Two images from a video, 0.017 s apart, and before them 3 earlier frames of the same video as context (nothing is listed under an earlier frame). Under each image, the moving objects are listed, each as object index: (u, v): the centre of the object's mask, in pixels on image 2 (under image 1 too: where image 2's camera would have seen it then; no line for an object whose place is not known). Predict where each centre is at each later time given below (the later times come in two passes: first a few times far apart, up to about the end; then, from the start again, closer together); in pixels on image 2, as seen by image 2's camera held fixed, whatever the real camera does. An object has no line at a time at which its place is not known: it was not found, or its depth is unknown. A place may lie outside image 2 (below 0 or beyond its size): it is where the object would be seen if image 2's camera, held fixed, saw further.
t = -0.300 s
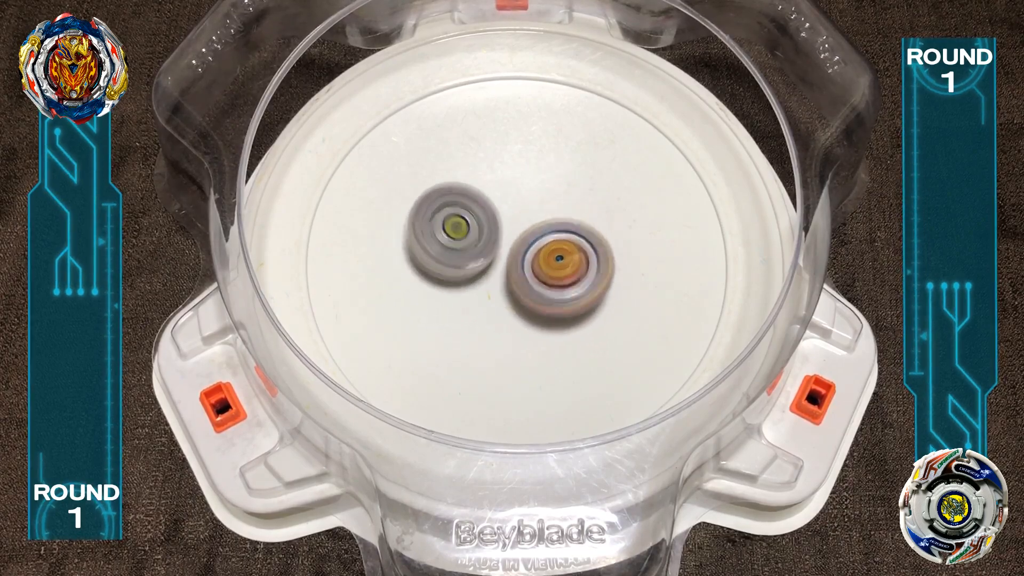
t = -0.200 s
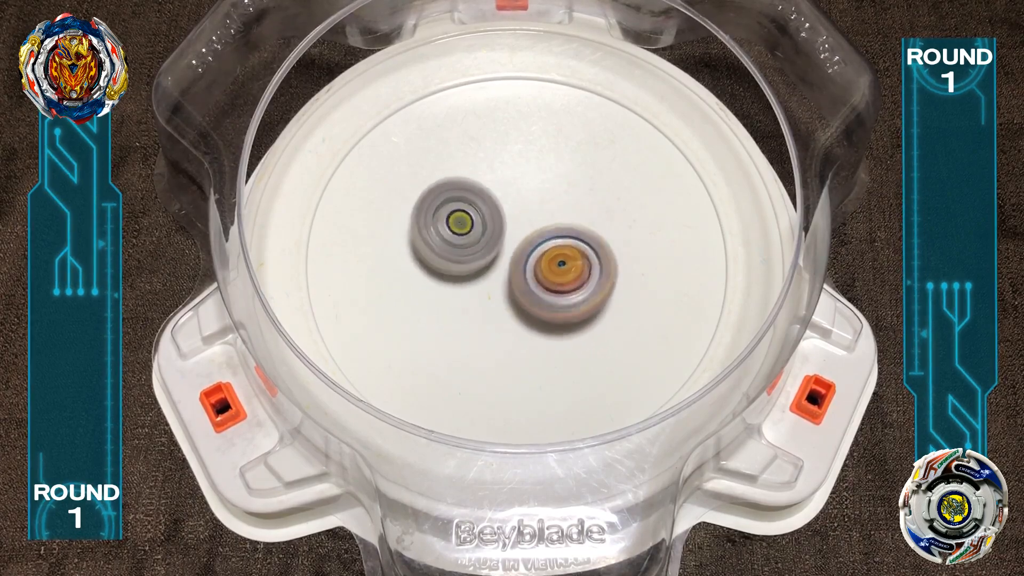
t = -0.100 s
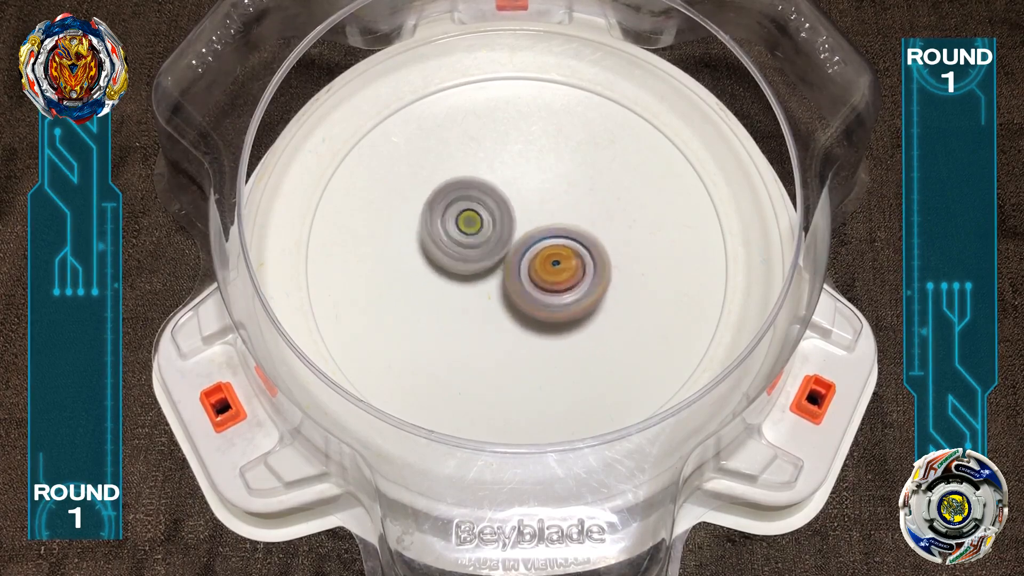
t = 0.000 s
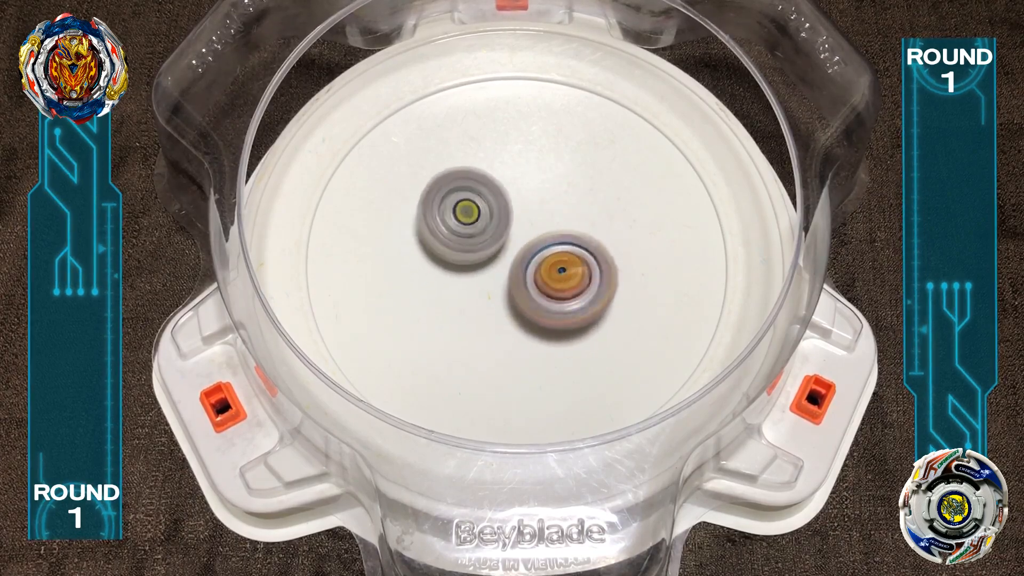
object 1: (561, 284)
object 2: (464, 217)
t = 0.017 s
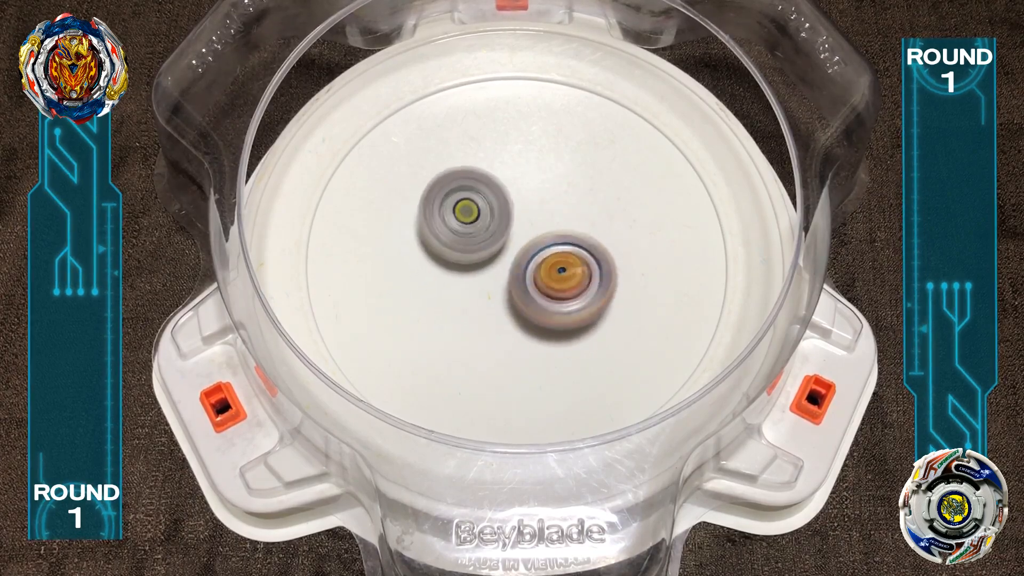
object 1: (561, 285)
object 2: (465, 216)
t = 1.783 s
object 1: (499, 296)
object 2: (544, 206)
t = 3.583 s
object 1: (475, 260)
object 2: (592, 274)
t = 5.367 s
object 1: (480, 277)
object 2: (604, 206)
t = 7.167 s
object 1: (483, 288)
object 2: (563, 224)
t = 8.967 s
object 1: (473, 284)
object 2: (565, 221)
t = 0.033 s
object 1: (560, 285)
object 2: (466, 216)
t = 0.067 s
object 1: (559, 284)
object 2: (469, 216)
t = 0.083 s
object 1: (558, 284)
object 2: (470, 216)
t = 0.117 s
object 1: (556, 283)
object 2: (474, 217)
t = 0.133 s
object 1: (555, 283)
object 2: (475, 217)
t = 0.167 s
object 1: (555, 284)
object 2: (477, 215)
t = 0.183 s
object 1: (556, 285)
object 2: (476, 214)
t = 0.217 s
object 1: (556, 286)
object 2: (479, 212)
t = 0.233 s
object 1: (555, 287)
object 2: (481, 212)
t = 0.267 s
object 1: (554, 287)
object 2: (484, 213)
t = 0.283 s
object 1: (554, 287)
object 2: (485, 213)
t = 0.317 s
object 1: (554, 289)
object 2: (486, 211)
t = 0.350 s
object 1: (555, 292)
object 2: (487, 208)
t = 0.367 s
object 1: (555, 293)
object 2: (488, 209)
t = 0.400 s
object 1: (554, 293)
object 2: (491, 209)
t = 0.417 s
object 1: (553, 294)
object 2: (492, 210)
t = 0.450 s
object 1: (552, 293)
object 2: (494, 210)
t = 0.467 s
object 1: (551, 293)
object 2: (495, 210)
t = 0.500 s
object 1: (551, 295)
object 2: (496, 208)
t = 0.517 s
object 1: (551, 296)
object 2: (496, 207)
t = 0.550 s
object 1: (550, 297)
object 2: (498, 207)
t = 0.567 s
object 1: (549, 297)
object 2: (500, 207)
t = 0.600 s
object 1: (547, 297)
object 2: (501, 209)
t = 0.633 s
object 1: (546, 299)
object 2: (503, 207)
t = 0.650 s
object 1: (546, 300)
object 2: (502, 206)
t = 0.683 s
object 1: (545, 302)
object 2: (504, 204)
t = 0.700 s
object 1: (544, 302)
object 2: (504, 205)
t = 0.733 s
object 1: (542, 302)
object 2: (506, 206)
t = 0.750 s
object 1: (541, 302)
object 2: (507, 207)
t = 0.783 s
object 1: (539, 301)
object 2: (508, 206)
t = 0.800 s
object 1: (539, 304)
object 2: (509, 204)
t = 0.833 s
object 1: (538, 308)
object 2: (510, 200)
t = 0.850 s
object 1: (537, 309)
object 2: (511, 199)
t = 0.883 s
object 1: (535, 309)
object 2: (511, 199)
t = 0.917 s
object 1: (534, 309)
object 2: (512, 199)
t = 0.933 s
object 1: (533, 308)
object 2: (514, 200)
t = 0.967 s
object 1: (532, 306)
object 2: (515, 201)
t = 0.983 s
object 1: (531, 305)
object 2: (515, 202)
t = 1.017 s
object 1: (530, 303)
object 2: (517, 204)
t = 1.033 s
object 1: (529, 302)
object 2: (517, 204)
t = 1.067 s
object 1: (529, 304)
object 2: (519, 202)
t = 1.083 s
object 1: (528, 304)
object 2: (520, 201)
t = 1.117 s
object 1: (527, 306)
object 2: (521, 202)
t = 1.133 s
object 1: (526, 306)
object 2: (522, 203)
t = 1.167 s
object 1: (525, 305)
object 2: (523, 203)
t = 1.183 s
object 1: (524, 304)
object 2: (523, 203)
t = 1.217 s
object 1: (524, 302)
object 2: (524, 204)
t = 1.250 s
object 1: (522, 306)
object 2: (527, 201)
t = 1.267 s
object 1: (520, 309)
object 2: (528, 196)
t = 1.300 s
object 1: (518, 312)
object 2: (531, 194)
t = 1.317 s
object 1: (517, 312)
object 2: (532, 194)
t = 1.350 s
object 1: (516, 312)
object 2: (532, 193)
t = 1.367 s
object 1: (515, 311)
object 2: (531, 193)
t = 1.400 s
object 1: (514, 309)
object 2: (533, 194)
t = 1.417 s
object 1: (514, 309)
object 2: (533, 194)
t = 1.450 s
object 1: (513, 306)
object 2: (534, 195)
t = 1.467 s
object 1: (513, 305)
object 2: (535, 196)
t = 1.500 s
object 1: (512, 303)
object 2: (535, 198)
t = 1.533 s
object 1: (511, 300)
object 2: (535, 200)
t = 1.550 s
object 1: (511, 299)
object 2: (536, 202)
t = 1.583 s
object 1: (510, 297)
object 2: (537, 203)
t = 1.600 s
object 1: (508, 300)
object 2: (538, 202)
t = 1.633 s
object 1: (505, 302)
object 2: (542, 200)
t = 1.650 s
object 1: (504, 302)
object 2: (542, 200)
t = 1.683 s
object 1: (502, 302)
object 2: (542, 202)
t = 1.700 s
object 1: (501, 301)
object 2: (543, 202)
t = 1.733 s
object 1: (500, 299)
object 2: (543, 203)
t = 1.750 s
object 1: (500, 298)
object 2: (543, 205)
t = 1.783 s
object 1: (499, 296)
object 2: (544, 206)
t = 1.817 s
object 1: (499, 294)
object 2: (544, 207)
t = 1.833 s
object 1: (497, 295)
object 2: (546, 207)
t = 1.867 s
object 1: (494, 296)
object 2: (549, 207)
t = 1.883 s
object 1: (493, 296)
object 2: (549, 208)
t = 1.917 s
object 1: (490, 294)
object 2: (549, 210)
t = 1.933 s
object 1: (490, 293)
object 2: (549, 210)
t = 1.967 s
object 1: (489, 291)
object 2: (549, 212)
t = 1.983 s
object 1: (488, 291)
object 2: (551, 213)
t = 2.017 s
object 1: (485, 292)
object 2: (555, 212)
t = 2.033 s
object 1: (484, 291)
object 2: (557, 212)
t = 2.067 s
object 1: (483, 290)
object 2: (557, 214)
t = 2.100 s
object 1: (482, 289)
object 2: (558, 215)
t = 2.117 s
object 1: (482, 288)
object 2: (558, 216)
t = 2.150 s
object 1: (482, 285)
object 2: (558, 217)
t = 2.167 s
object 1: (481, 285)
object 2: (560, 217)
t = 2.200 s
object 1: (479, 284)
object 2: (562, 218)
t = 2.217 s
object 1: (479, 283)
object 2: (563, 218)
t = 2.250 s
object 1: (479, 281)
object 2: (562, 219)
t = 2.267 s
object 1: (479, 280)
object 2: (563, 221)
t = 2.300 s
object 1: (478, 279)
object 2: (566, 221)
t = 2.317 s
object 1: (476, 279)
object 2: (567, 222)
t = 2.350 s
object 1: (475, 278)
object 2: (568, 223)
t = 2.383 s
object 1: (475, 276)
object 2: (568, 223)
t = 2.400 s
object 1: (474, 276)
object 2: (568, 225)
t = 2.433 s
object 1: (475, 274)
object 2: (568, 226)
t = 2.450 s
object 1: (475, 274)
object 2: (568, 227)
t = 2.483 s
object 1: (473, 274)
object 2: (571, 229)
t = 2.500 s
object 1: (472, 274)
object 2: (571, 230)
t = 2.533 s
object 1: (472, 272)
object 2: (570, 233)
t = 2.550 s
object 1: (472, 272)
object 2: (570, 233)
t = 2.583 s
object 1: (471, 271)
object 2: (571, 234)
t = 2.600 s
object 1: (469, 270)
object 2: (575, 235)
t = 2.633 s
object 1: (468, 270)
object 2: (577, 237)
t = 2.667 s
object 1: (468, 268)
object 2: (576, 237)
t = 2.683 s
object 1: (468, 268)
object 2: (577, 239)
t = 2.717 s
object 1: (470, 267)
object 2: (576, 240)
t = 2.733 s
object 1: (471, 266)
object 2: (576, 241)
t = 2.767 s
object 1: (473, 266)
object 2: (575, 243)
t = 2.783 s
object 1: (473, 265)
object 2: (576, 243)
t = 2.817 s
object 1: (473, 265)
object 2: (576, 246)
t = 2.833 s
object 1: (471, 264)
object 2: (577, 247)
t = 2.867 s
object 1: (466, 263)
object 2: (582, 248)
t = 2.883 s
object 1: (465, 263)
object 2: (582, 249)
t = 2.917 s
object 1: (465, 262)
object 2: (581, 251)
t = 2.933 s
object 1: (465, 261)
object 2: (582, 251)
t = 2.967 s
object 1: (467, 260)
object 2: (581, 252)
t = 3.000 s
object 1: (469, 260)
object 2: (580, 254)
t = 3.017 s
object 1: (470, 260)
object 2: (581, 254)
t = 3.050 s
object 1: (473, 259)
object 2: (578, 255)
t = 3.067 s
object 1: (473, 259)
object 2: (579, 257)
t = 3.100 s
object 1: (473, 258)
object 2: (580, 259)
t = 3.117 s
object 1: (473, 258)
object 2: (578, 260)
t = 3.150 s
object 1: (460, 254)
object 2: (593, 265)
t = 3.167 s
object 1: (453, 253)
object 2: (602, 266)
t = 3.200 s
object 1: (443, 249)
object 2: (614, 269)
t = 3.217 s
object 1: (440, 248)
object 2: (617, 270)
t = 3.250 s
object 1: (438, 247)
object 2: (617, 271)
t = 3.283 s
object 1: (438, 247)
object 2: (617, 271)
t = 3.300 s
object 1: (439, 248)
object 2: (617, 270)
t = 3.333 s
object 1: (442, 250)
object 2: (615, 272)
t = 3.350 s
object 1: (444, 251)
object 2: (615, 272)
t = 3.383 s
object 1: (448, 253)
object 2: (613, 273)
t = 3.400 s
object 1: (450, 254)
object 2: (611, 273)
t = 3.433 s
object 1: (455, 256)
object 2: (609, 274)
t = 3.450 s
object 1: (457, 257)
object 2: (607, 274)
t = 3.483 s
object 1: (462, 259)
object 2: (605, 274)
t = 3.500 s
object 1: (464, 259)
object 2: (603, 274)
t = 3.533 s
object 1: (468, 260)
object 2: (599, 275)
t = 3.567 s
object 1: (473, 260)
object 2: (595, 275)
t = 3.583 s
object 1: (475, 260)
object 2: (592, 274)
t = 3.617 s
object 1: (480, 260)
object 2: (589, 274)
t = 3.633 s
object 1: (482, 260)
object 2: (586, 273)
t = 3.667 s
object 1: (467, 252)
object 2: (603, 280)
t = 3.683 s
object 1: (459, 248)
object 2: (616, 284)
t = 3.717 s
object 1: (443, 240)
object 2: (635, 293)
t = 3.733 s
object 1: (439, 237)
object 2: (639, 294)
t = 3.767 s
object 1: (433, 233)
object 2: (645, 298)
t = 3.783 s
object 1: (432, 232)
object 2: (646, 298)
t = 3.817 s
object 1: (432, 231)
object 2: (643, 295)
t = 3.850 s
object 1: (435, 232)
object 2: (642, 292)
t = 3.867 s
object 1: (437, 233)
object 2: (640, 292)
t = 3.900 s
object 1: (442, 236)
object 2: (639, 289)
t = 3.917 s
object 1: (445, 237)
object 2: (637, 288)
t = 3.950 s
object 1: (450, 241)
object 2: (636, 285)
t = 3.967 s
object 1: (453, 243)
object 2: (633, 283)
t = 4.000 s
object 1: (459, 246)
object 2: (630, 282)
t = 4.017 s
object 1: (462, 247)
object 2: (627, 279)
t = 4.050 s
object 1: (468, 250)
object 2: (623, 278)
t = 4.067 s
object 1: (470, 251)
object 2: (621, 275)
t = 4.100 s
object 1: (476, 254)
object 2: (616, 273)
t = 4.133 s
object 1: (482, 256)
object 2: (612, 270)
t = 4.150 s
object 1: (484, 257)
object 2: (610, 268)
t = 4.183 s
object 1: (489, 258)
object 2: (605, 266)
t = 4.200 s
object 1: (492, 259)
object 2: (603, 264)
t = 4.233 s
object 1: (495, 259)
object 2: (599, 261)
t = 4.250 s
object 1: (488, 258)
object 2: (606, 260)
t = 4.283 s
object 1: (474, 254)
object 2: (619, 260)
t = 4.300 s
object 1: (470, 252)
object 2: (621, 259)
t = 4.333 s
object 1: (464, 250)
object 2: (623, 256)
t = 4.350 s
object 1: (462, 249)
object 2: (622, 255)
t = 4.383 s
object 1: (462, 248)
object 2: (622, 252)
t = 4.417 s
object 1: (463, 249)
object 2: (621, 249)
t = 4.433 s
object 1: (464, 249)
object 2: (620, 247)
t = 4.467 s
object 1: (468, 250)
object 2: (619, 245)
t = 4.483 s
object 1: (470, 251)
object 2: (618, 243)
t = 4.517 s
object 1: (473, 253)
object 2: (616, 241)
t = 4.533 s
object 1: (475, 254)
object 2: (615, 238)
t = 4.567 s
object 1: (479, 256)
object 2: (612, 237)
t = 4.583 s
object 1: (481, 257)
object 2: (611, 235)
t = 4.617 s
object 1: (485, 258)
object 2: (609, 234)
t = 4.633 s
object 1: (486, 259)
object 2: (607, 232)
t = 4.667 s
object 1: (490, 260)
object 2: (605, 230)
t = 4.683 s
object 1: (492, 261)
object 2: (604, 228)
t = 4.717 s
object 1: (495, 261)
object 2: (601, 227)
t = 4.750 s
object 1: (498, 262)
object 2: (598, 224)
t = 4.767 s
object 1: (499, 262)
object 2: (598, 224)
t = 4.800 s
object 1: (501, 263)
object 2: (596, 221)
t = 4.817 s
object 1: (501, 263)
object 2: (598, 222)
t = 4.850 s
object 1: (500, 264)
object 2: (596, 220)
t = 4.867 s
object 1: (500, 264)
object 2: (596, 220)
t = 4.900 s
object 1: (501, 264)
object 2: (593, 218)
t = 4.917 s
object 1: (501, 263)
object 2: (593, 217)
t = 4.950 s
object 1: (499, 264)
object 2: (594, 216)
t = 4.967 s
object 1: (498, 264)
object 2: (595, 216)
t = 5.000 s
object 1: (497, 264)
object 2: (592, 215)
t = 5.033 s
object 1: (498, 264)
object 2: (591, 213)
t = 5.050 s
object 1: (499, 264)
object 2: (591, 213)
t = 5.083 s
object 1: (500, 264)
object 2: (590, 212)
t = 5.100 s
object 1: (501, 264)
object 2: (590, 212)
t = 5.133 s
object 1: (499, 266)
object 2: (590, 211)
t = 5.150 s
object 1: (499, 266)
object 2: (591, 211)
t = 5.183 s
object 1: (499, 266)
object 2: (589, 210)
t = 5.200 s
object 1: (499, 266)
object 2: (589, 211)
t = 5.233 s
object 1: (500, 266)
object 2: (586, 210)
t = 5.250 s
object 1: (498, 268)
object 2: (591, 210)
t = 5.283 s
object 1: (489, 272)
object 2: (599, 205)
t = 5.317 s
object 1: (484, 274)
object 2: (604, 204)
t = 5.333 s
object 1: (481, 275)
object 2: (605, 205)
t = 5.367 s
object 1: (480, 277)
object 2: (604, 206)
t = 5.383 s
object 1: (479, 277)
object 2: (603, 206)
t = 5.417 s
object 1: (480, 278)
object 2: (601, 206)
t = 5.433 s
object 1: (481, 277)
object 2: (602, 207)
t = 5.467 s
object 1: (482, 278)
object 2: (599, 209)
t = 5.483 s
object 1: (483, 278)
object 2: (599, 209)
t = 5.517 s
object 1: (485, 278)
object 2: (595, 210)
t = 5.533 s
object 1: (486, 278)
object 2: (594, 211)
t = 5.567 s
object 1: (488, 279)
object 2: (591, 213)
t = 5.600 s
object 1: (489, 278)
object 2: (586, 215)
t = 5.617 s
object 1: (491, 279)
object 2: (586, 214)
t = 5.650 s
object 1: (492, 279)
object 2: (581, 218)
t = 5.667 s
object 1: (492, 279)
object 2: (579, 218)
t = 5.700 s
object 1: (493, 279)
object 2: (577, 220)
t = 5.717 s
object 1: (493, 279)
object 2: (574, 220)
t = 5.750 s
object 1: (491, 281)
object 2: (573, 221)
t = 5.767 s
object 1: (491, 281)
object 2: (570, 221)
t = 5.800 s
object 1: (487, 282)
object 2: (569, 222)
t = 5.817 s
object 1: (485, 282)
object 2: (568, 224)
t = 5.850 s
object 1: (483, 282)
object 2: (564, 223)
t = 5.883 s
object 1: (474, 285)
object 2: (569, 218)
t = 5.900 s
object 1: (471, 285)
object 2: (572, 218)
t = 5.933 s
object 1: (468, 285)
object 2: (571, 219)
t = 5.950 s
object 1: (468, 284)
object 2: (571, 218)
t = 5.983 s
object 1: (468, 283)
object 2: (566, 218)
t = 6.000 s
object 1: (468, 283)
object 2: (564, 216)
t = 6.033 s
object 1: (470, 283)
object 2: (565, 215)
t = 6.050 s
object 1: (471, 282)
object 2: (563, 215)
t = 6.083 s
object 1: (473, 281)
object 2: (561, 214)
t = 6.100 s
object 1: (474, 280)
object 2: (560, 215)
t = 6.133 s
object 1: (477, 279)
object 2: (557, 212)
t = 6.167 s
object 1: (479, 278)
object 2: (556, 211)
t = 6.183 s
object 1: (480, 279)
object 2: (556, 212)
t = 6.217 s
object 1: (482, 278)
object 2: (553, 212)
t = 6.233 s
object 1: (481, 278)
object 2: (554, 210)
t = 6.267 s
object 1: (480, 279)
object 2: (555, 210)
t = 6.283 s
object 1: (480, 279)
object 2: (553, 210)
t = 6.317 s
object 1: (480, 278)
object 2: (551, 210)
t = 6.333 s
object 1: (479, 278)
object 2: (550, 209)
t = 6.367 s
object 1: (479, 277)
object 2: (550, 206)
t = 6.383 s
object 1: (479, 277)
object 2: (551, 208)
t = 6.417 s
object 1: (477, 277)
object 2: (553, 206)
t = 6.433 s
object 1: (475, 278)
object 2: (555, 204)
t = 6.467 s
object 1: (473, 278)
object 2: (556, 205)
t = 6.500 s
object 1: (473, 276)
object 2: (555, 205)
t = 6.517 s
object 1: (473, 276)
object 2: (553, 203)
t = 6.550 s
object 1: (475, 274)
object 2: (554, 203)
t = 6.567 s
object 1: (476, 274)
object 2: (553, 204)
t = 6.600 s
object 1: (479, 273)
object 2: (554, 204)
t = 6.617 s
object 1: (481, 272)
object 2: (555, 205)
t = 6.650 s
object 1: (482, 273)
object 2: (557, 204)
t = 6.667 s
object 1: (482, 273)
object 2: (558, 205)
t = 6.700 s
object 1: (482, 274)
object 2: (559, 206)
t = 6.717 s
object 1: (481, 275)
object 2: (559, 207)
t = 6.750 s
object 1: (481, 275)
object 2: (559, 210)
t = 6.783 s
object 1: (481, 275)
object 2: (558, 209)
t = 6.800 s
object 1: (477, 277)
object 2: (563, 209)
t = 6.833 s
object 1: (468, 283)
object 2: (573, 203)
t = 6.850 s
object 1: (464, 285)
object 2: (577, 201)
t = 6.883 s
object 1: (462, 287)
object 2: (580, 203)
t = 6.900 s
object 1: (462, 287)
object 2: (579, 205)
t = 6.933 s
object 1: (463, 287)
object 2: (576, 206)
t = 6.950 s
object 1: (464, 287)
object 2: (575, 207)
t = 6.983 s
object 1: (467, 287)
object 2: (575, 209)
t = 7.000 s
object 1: (469, 287)
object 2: (576, 208)
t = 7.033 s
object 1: (471, 288)
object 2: (575, 210)
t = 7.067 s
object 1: (474, 288)
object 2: (573, 213)
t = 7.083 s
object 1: (476, 288)
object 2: (570, 214)
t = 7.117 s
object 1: (479, 289)
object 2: (568, 218)
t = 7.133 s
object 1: (480, 288)
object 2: (567, 220)
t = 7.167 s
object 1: (483, 288)
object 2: (563, 224)
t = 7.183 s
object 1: (485, 289)
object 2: (562, 224)
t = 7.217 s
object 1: (479, 294)
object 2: (567, 222)
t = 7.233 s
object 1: (478, 295)
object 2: (567, 224)
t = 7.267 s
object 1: (477, 295)
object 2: (566, 224)
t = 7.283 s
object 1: (477, 295)
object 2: (568, 223)
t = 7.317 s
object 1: (479, 294)
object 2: (565, 224)
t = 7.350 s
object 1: (481, 293)
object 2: (562, 224)
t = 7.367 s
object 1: (482, 293)
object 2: (559, 224)
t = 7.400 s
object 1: (485, 292)
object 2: (557, 222)
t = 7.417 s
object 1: (486, 292)
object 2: (559, 224)
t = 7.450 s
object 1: (485, 294)
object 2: (559, 222)
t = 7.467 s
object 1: (483, 295)
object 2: (560, 218)
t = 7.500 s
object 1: (481, 295)
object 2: (559, 219)
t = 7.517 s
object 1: (480, 294)
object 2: (560, 220)
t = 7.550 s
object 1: (481, 293)
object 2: (558, 219)
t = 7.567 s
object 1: (482, 292)
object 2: (555, 217)
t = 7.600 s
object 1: (484, 291)
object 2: (554, 215)
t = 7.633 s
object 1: (487, 290)
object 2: (554, 215)
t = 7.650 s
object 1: (488, 290)
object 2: (553, 215)
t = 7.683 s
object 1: (490, 289)
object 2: (552, 214)
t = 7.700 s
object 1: (489, 290)
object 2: (552, 211)
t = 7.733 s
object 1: (488, 291)
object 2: (554, 210)
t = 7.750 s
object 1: (487, 291)
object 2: (555, 212)
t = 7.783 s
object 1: (487, 290)
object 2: (552, 212)
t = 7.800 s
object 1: (487, 289)
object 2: (551, 210)
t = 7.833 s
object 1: (488, 288)
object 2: (550, 209)
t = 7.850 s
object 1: (489, 287)
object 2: (550, 208)
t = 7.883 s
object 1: (491, 286)
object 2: (551, 209)
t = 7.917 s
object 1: (488, 287)
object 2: (556, 206)
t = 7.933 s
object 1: (487, 288)
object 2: (558, 204)
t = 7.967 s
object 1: (486, 287)
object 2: (560, 204)
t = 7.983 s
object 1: (485, 287)
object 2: (561, 205)
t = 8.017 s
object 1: (486, 286)
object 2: (559, 206)
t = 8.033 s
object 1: (487, 285)
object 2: (558, 205)
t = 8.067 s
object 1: (488, 283)
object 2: (558, 204)
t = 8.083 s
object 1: (490, 283)
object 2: (558, 206)
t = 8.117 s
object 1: (491, 281)
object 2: (557, 207)
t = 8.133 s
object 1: (492, 282)
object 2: (556, 206)
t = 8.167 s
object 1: (489, 285)
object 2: (560, 204)
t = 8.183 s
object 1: (488, 285)
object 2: (564, 205)
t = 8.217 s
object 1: (487, 285)
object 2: (564, 209)
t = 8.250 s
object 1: (487, 285)
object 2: (560, 211)
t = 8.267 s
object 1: (487, 283)
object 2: (557, 212)
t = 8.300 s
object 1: (488, 283)
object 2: (556, 212)
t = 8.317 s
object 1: (488, 283)
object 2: (559, 210)
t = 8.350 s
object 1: (489, 283)
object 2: (559, 211)
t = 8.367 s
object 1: (488, 283)
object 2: (560, 214)
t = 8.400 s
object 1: (486, 283)
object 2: (562, 217)
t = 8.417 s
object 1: (485, 283)
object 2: (560, 216)
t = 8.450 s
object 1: (482, 283)
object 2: (560, 219)
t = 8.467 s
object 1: (482, 284)
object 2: (561, 218)
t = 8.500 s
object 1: (481, 283)
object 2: (561, 218)
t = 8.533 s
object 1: (481, 283)
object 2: (559, 219)
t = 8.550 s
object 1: (480, 283)
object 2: (560, 220)
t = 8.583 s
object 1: (479, 283)
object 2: (563, 221)
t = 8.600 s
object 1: (479, 283)
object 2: (561, 223)
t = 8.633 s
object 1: (478, 284)
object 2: (563, 223)
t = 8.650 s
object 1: (476, 284)
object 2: (565, 221)
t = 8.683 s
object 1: (476, 284)
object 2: (566, 223)
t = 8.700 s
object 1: (475, 284)
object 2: (566, 225)
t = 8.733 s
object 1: (477, 283)
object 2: (564, 225)
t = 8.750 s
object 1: (478, 282)
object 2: (560, 225)
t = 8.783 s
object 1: (474, 284)
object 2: (565, 221)
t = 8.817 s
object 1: (470, 286)
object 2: (572, 220)
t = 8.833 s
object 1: (469, 286)
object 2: (570, 220)
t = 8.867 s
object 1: (468, 286)
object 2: (569, 223)
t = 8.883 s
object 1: (468, 285)
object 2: (569, 221)
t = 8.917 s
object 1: (471, 285)
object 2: (564, 222)
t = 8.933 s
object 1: (471, 284)
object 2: (565, 222)
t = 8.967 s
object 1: (473, 284)
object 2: (565, 221)
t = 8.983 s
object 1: (474, 283)
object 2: (563, 224)
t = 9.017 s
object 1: (477, 282)
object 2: (561, 225)
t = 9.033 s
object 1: (478, 282)
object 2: (558, 224)
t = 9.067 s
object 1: (477, 282)
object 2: (559, 225)
